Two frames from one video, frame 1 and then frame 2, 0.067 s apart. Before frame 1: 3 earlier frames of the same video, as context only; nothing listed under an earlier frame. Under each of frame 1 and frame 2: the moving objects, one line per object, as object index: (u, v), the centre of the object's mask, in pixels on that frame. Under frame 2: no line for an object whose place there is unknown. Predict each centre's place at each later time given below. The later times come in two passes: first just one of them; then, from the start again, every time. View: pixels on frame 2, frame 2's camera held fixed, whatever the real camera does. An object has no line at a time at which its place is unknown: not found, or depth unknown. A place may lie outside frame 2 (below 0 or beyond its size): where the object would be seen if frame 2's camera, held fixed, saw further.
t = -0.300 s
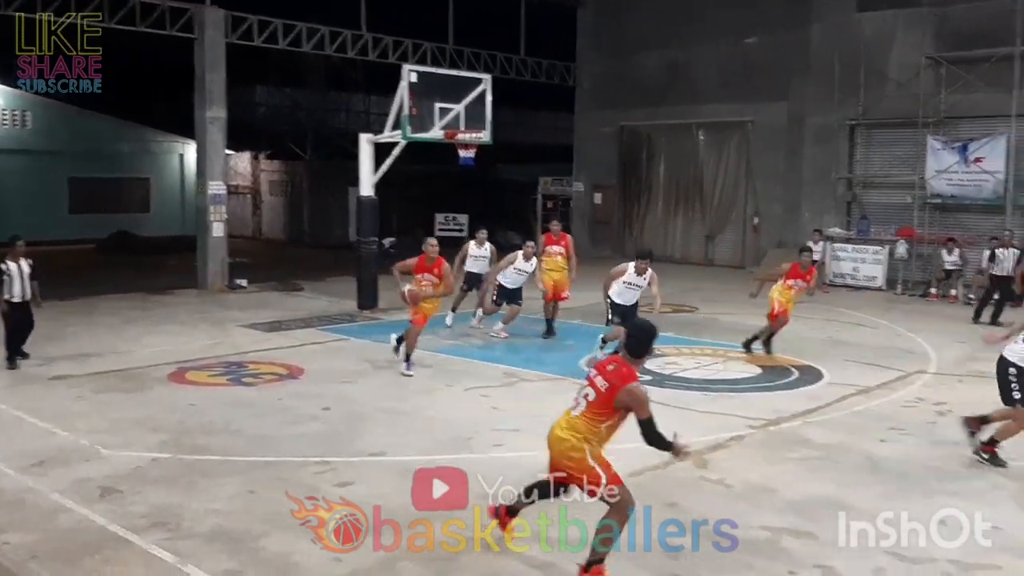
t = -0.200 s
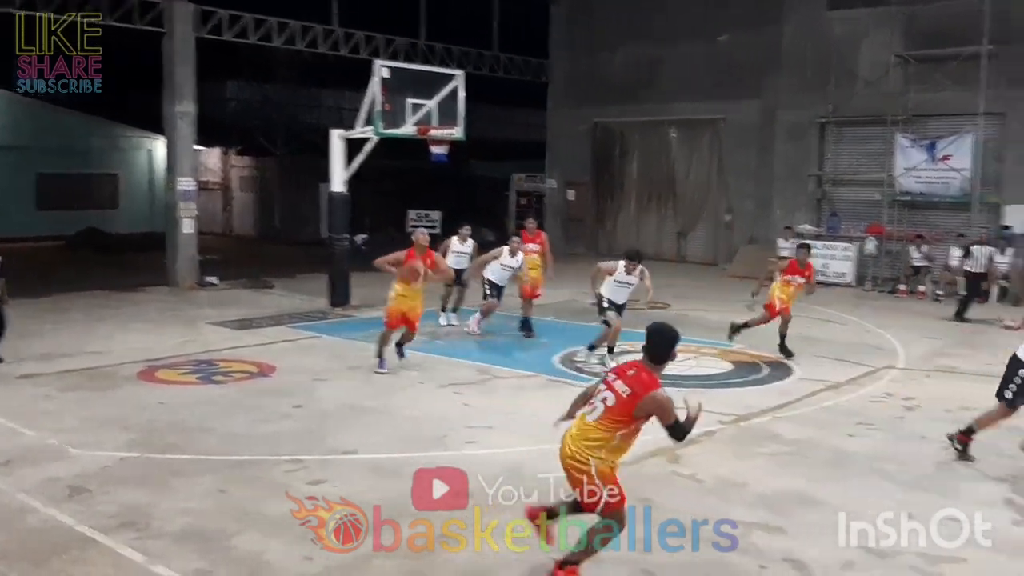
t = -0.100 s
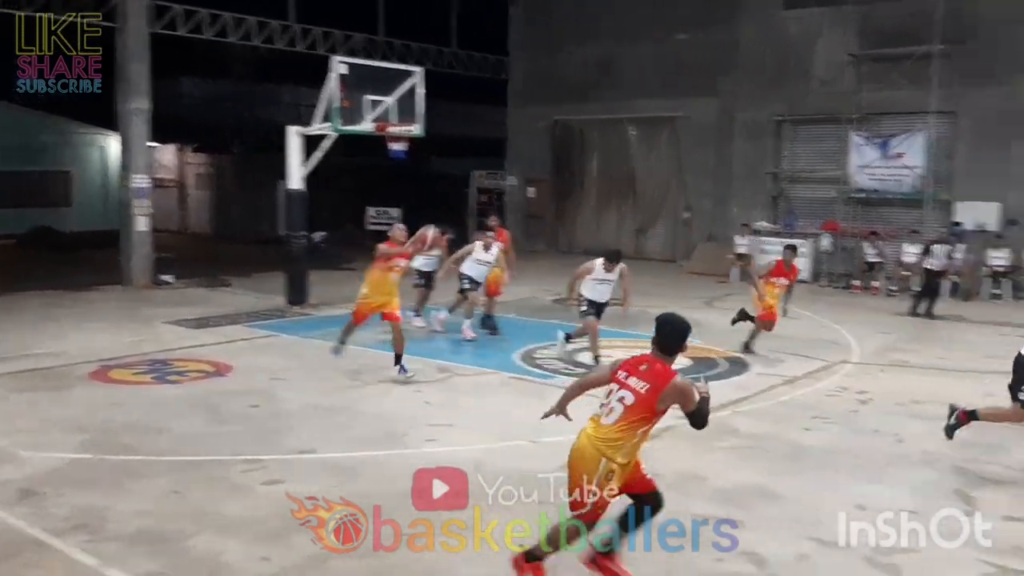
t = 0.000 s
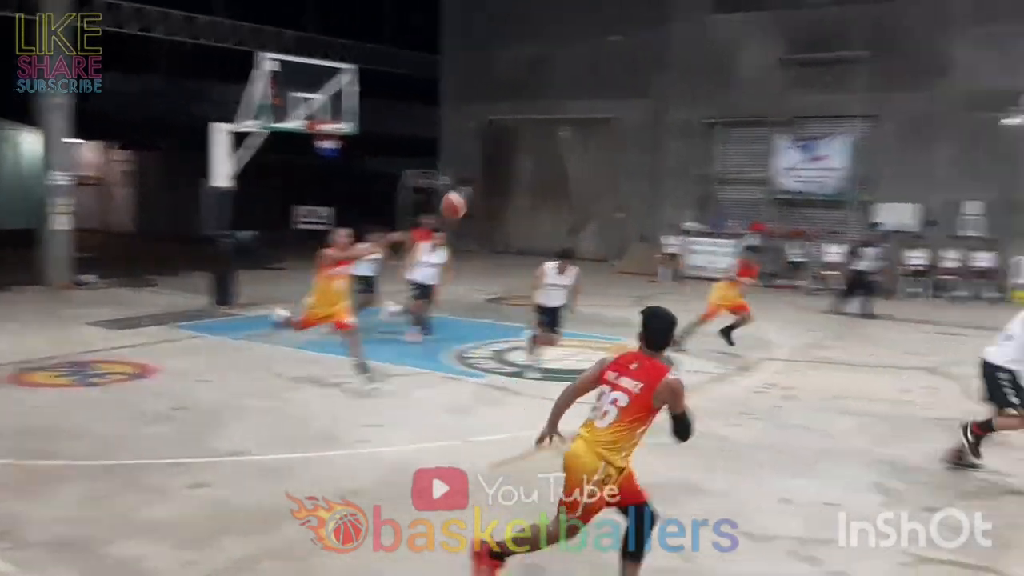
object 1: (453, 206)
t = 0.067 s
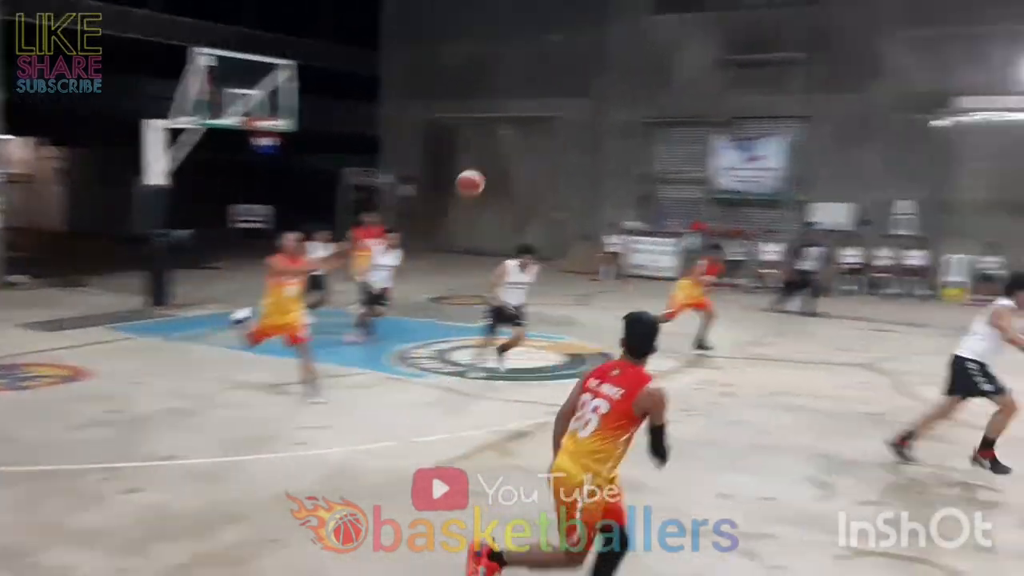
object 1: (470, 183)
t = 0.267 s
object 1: (752, 138)
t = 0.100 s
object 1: (510, 173)
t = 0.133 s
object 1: (552, 164)
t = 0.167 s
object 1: (597, 157)
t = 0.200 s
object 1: (645, 151)
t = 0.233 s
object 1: (698, 144)
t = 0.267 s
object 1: (752, 138)
